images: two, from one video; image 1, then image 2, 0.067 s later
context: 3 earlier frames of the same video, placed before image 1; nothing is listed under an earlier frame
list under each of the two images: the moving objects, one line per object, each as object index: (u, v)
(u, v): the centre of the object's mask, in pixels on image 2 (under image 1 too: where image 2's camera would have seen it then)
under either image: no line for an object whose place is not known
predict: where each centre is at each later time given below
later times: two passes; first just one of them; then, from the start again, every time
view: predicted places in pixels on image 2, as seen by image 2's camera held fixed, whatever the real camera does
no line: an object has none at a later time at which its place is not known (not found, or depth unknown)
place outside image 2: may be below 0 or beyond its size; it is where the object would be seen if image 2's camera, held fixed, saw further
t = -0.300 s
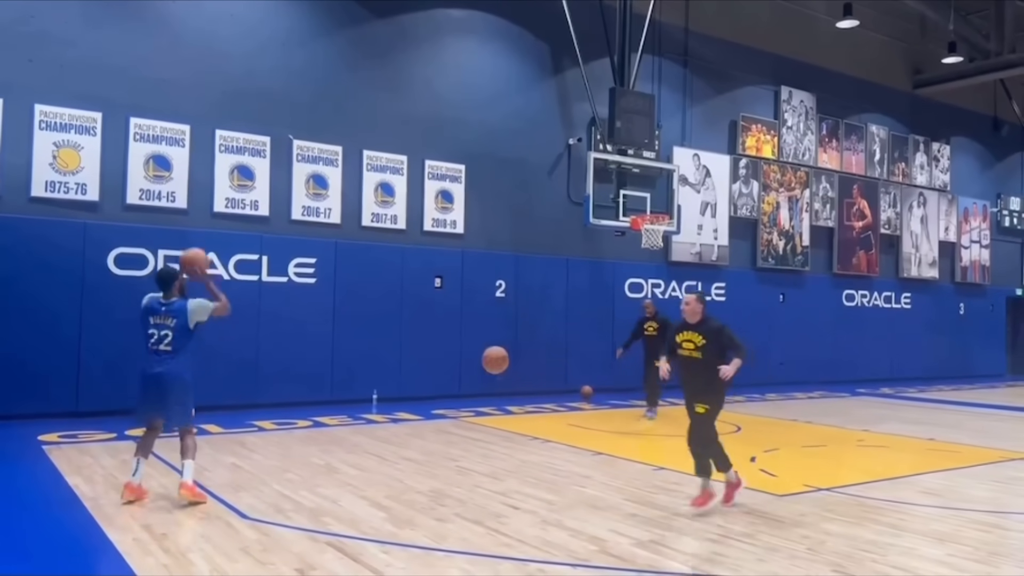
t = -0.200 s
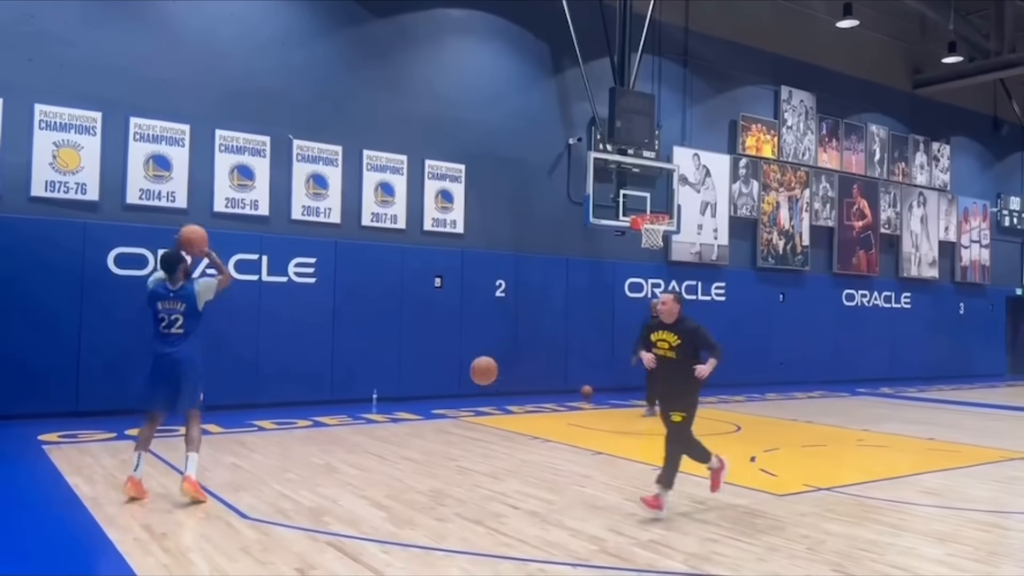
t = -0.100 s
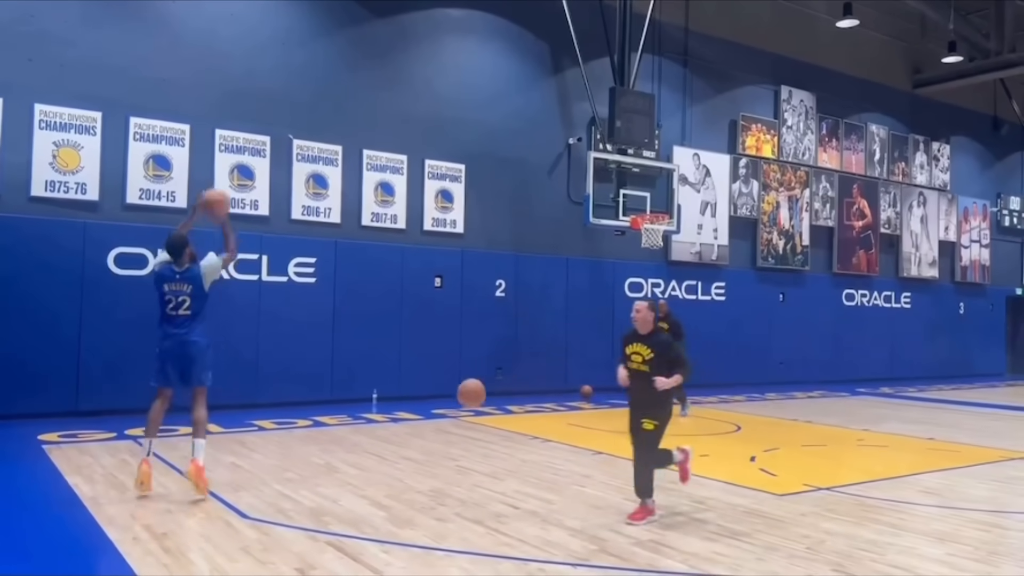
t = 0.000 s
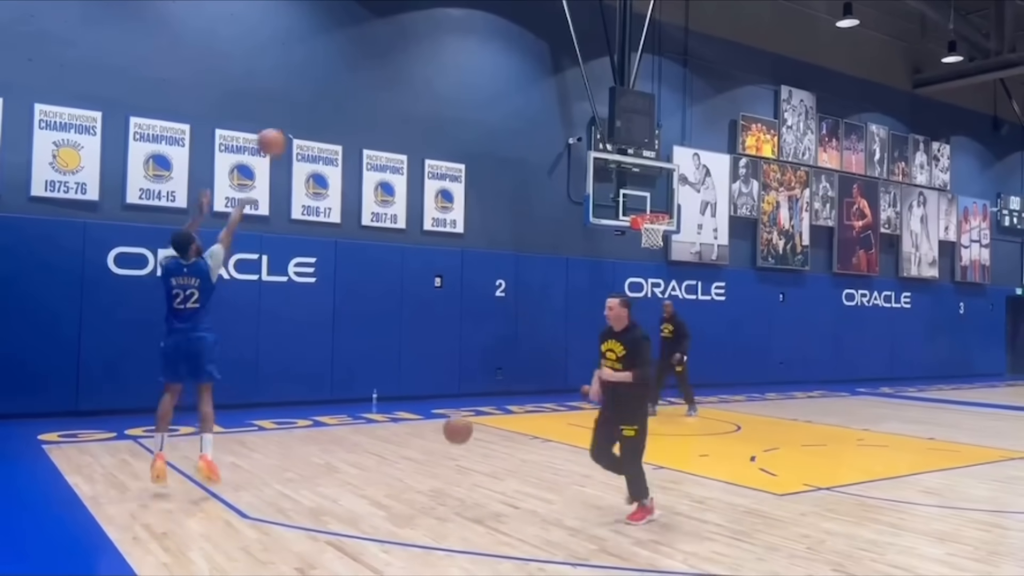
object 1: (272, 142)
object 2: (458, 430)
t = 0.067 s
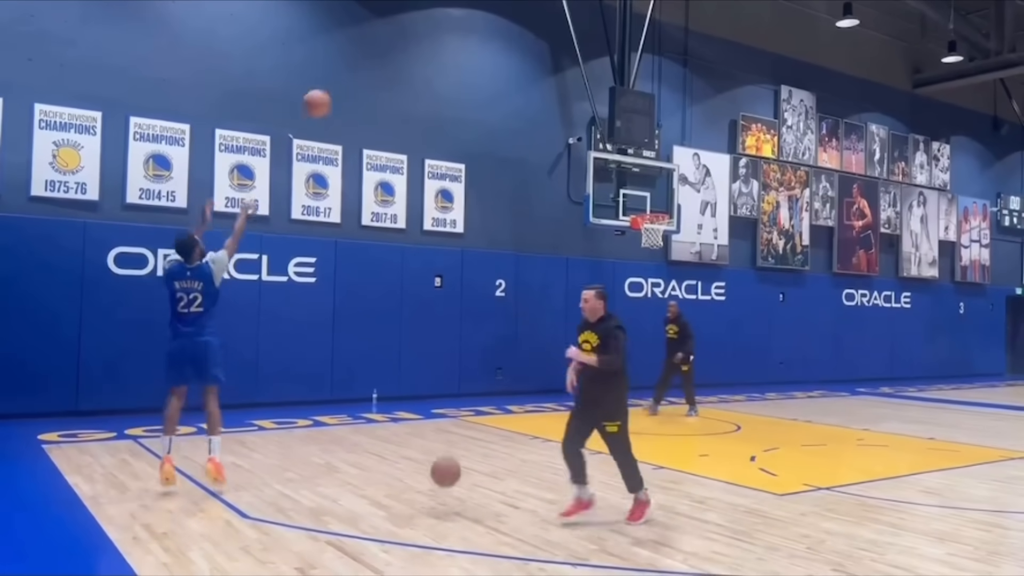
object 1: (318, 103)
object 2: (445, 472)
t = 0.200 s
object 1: (382, 62)
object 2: (427, 469)
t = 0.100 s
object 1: (335, 91)
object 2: (441, 492)
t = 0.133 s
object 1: (351, 79)
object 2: (436, 493)
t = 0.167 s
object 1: (367, 70)
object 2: (432, 480)
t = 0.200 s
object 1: (382, 62)
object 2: (427, 469)
